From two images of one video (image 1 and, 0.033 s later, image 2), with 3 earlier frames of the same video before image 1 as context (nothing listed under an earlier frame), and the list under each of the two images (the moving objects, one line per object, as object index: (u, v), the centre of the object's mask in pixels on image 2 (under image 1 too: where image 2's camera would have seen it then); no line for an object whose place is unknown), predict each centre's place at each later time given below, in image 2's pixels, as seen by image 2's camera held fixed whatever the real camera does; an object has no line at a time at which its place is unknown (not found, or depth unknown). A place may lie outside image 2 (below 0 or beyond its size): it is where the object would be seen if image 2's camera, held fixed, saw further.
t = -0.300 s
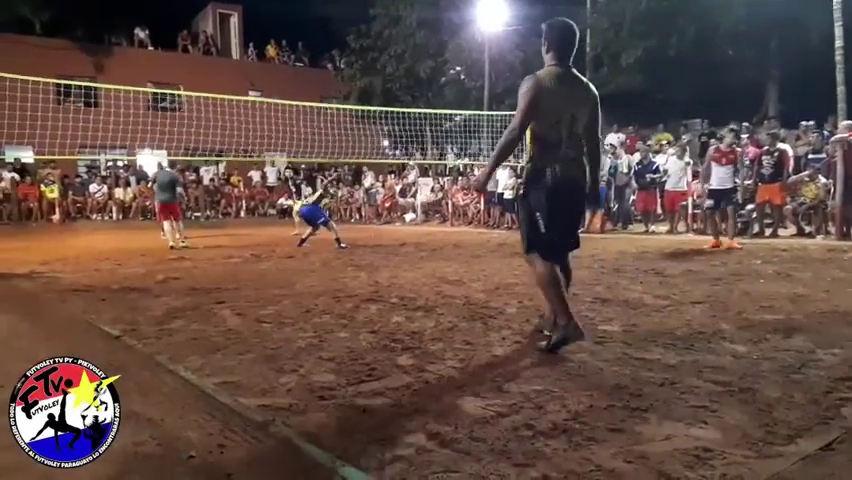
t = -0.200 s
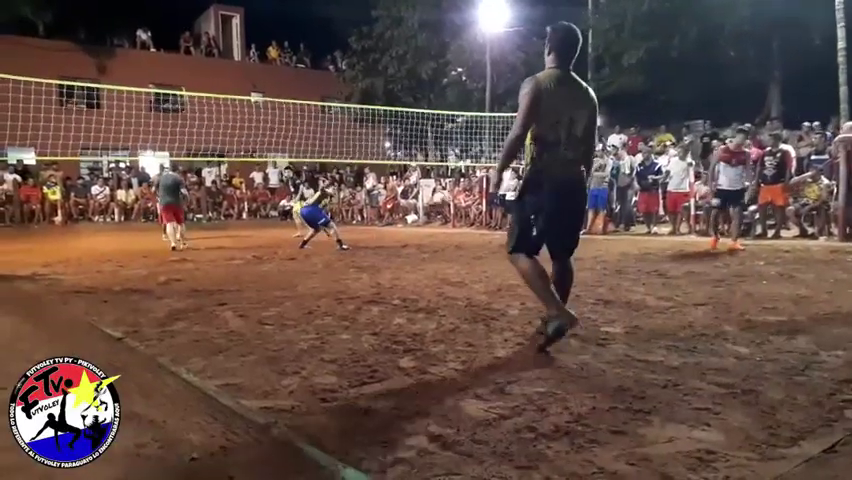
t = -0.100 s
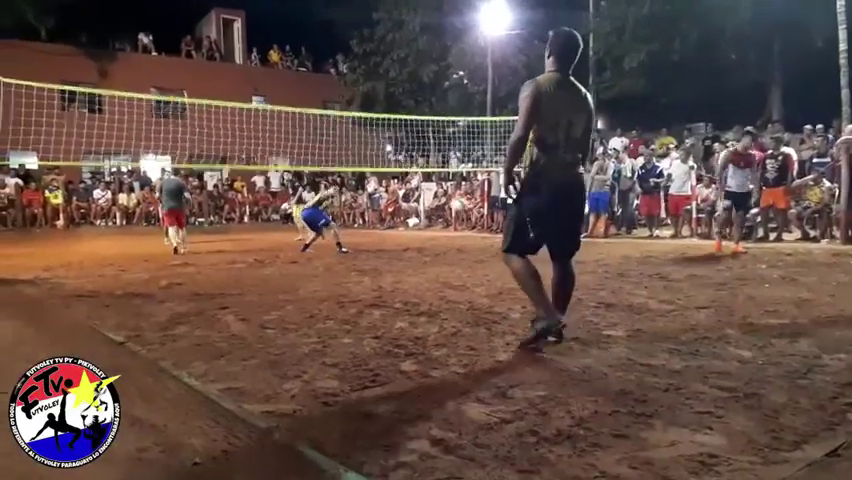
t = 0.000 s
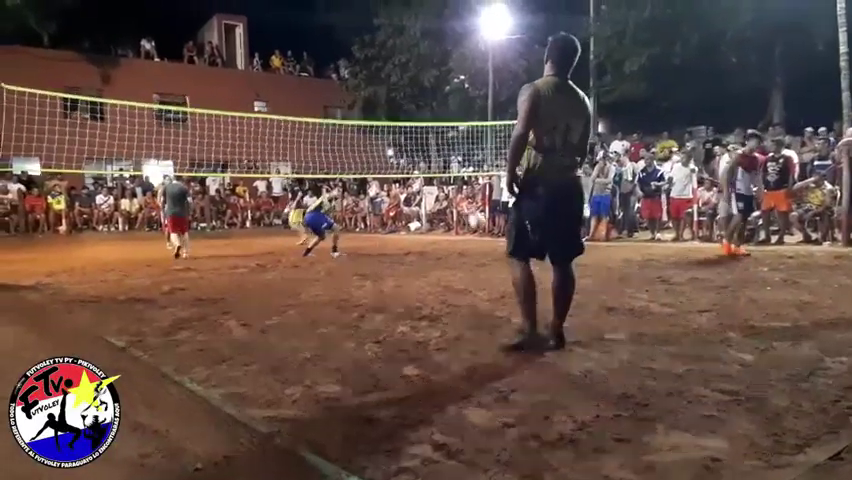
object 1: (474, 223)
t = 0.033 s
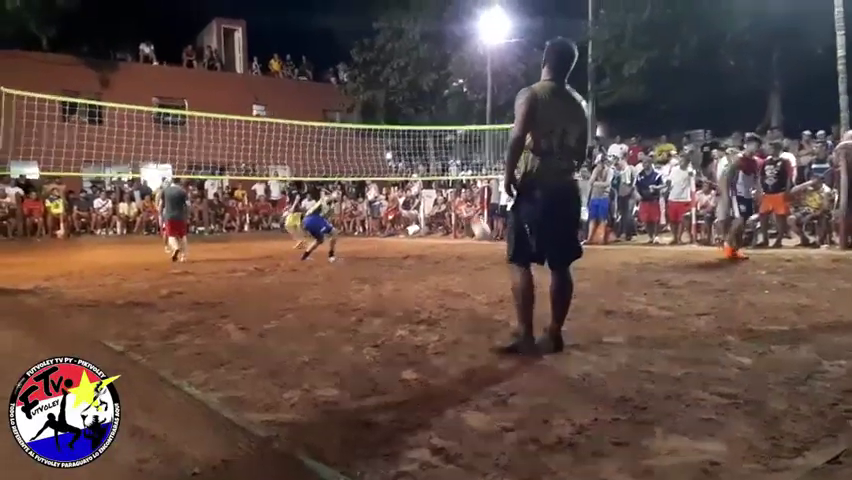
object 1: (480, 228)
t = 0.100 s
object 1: (487, 235)
